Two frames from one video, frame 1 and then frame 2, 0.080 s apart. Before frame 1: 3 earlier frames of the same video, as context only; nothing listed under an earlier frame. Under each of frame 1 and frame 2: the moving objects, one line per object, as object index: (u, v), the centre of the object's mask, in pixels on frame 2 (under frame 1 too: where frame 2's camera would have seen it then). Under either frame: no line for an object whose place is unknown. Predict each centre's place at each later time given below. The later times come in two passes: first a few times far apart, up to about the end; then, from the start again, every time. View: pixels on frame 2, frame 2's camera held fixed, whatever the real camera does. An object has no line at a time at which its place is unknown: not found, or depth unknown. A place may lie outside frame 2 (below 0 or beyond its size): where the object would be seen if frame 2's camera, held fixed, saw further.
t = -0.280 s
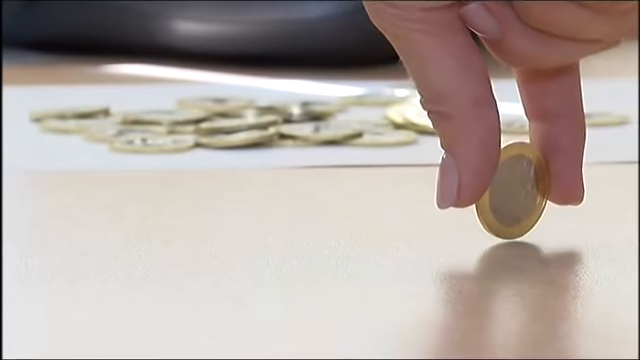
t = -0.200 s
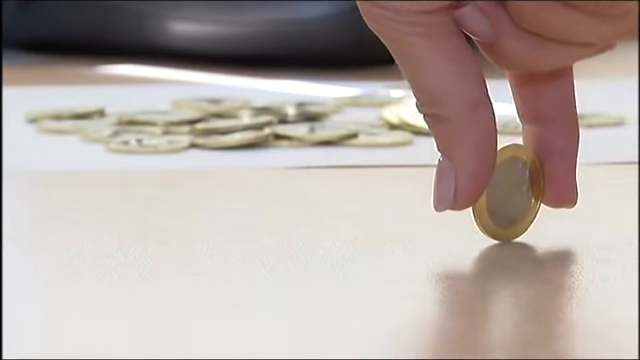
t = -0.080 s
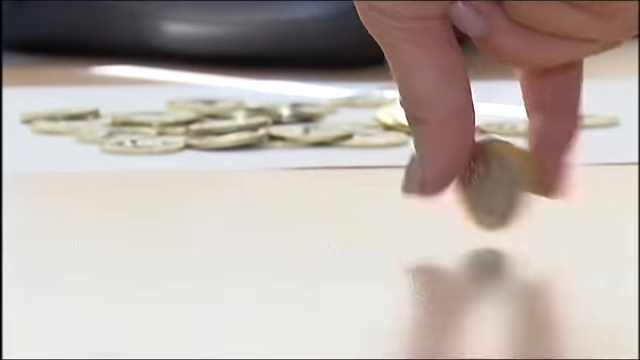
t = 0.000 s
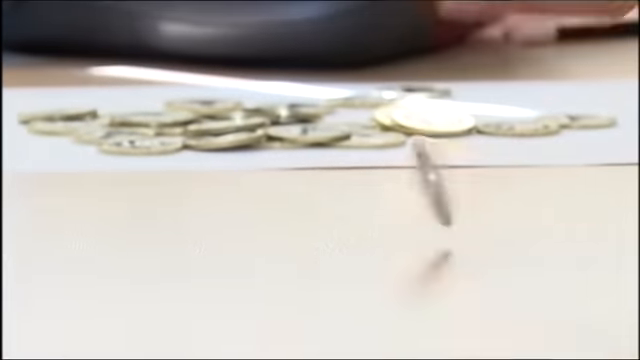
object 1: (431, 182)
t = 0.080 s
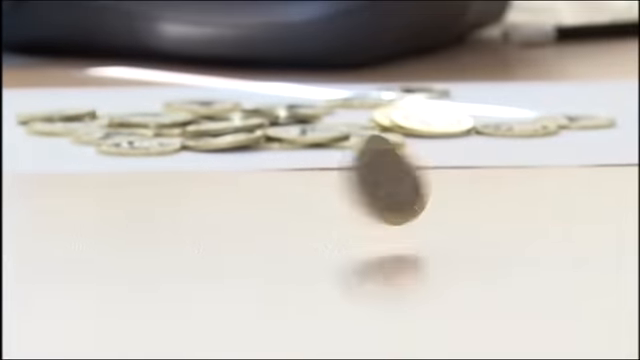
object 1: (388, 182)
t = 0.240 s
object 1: (332, 191)
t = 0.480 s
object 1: (301, 186)
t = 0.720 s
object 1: (314, 182)
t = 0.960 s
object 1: (352, 185)
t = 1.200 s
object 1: (366, 189)
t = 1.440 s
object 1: (331, 192)
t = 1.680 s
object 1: (314, 186)
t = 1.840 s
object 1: (330, 193)
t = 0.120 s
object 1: (367, 187)
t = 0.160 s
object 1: (350, 187)
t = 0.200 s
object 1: (342, 187)
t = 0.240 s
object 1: (332, 191)
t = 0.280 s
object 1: (326, 189)
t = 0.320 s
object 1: (318, 190)
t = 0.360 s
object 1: (312, 189)
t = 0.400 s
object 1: (307, 188)
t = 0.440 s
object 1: (305, 186)
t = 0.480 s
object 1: (301, 186)
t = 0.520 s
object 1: (300, 185)
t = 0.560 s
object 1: (299, 185)
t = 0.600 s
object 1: (302, 184)
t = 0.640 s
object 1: (305, 183)
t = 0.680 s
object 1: (308, 183)
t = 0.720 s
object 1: (314, 182)
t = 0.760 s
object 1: (320, 184)
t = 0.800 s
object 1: (326, 184)
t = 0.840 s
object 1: (333, 184)
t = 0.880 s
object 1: (339, 184)
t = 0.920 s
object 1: (346, 184)
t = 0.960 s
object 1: (352, 185)
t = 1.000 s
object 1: (356, 187)
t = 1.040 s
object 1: (359, 188)
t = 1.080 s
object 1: (363, 194)
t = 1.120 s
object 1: (369, 193)
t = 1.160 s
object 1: (368, 187)
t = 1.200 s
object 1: (366, 189)
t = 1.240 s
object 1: (363, 191)
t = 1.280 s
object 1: (359, 192)
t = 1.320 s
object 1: (352, 195)
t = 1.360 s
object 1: (345, 194)
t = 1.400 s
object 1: (340, 198)
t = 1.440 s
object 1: (331, 192)
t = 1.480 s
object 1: (323, 192)
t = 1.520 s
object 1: (319, 194)
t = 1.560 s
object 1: (317, 193)
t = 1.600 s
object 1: (312, 194)
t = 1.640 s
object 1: (312, 194)
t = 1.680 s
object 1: (314, 186)
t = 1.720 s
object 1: (316, 189)
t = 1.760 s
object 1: (322, 191)
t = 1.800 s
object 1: (325, 190)
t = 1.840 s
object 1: (330, 193)
